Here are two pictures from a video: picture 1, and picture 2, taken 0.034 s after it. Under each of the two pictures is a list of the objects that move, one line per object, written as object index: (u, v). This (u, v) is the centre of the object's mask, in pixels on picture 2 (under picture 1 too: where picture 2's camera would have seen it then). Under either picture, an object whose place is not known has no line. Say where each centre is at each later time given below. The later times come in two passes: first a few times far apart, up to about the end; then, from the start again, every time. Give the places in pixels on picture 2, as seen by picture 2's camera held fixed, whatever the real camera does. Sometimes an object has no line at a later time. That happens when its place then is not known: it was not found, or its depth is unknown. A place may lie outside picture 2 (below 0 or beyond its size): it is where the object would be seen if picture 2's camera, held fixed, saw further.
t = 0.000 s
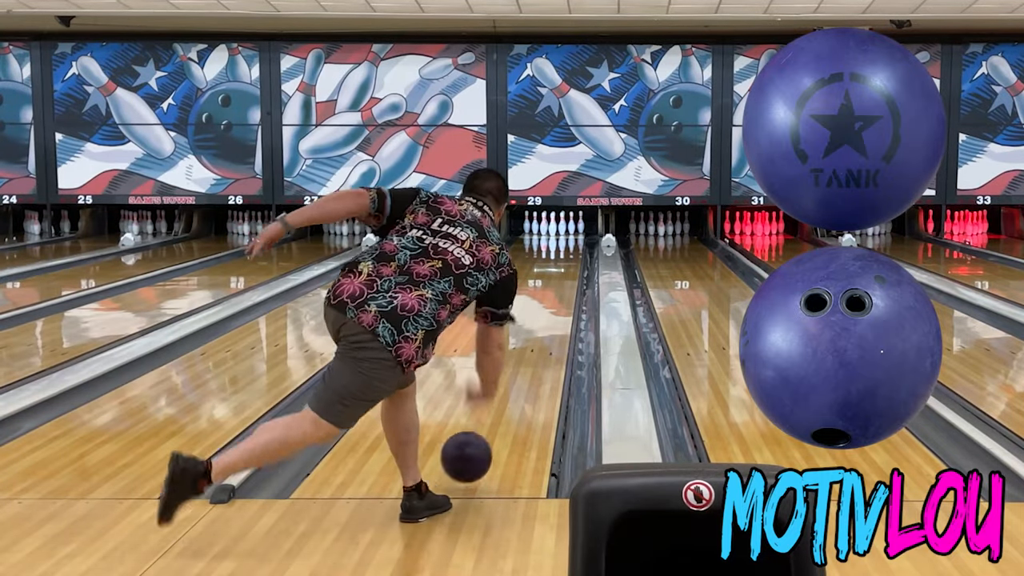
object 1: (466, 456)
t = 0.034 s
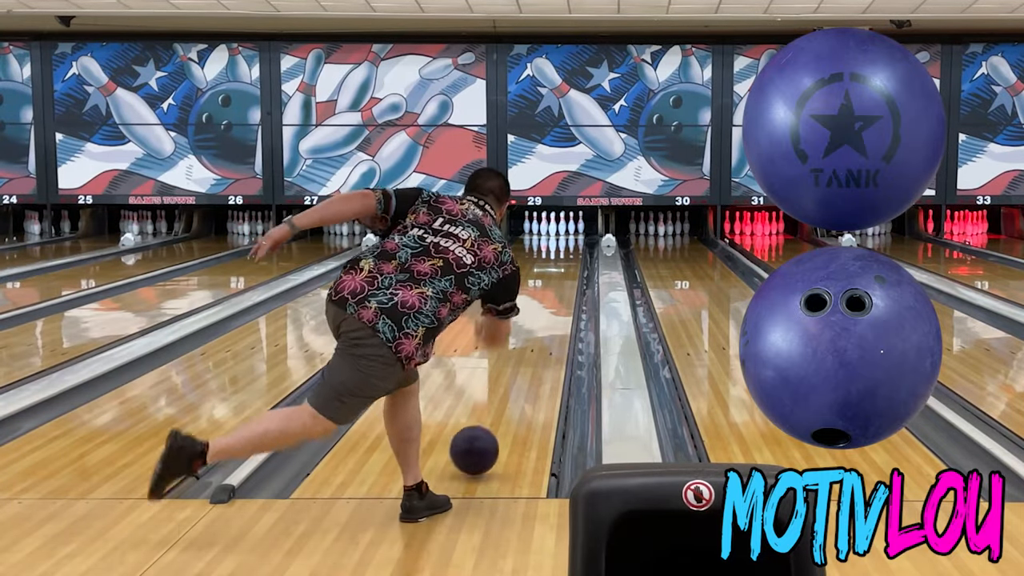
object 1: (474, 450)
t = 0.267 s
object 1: (514, 382)
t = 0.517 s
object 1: (539, 336)
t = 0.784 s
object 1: (556, 304)
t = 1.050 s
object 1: (564, 282)
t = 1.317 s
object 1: (569, 266)
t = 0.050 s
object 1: (478, 446)
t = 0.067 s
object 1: (481, 439)
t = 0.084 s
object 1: (485, 434)
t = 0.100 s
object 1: (488, 428)
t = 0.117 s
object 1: (491, 423)
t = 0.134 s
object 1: (494, 418)
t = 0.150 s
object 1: (497, 413)
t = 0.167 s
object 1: (499, 408)
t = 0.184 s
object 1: (502, 403)
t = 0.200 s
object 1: (505, 399)
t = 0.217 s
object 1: (507, 394)
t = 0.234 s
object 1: (510, 390)
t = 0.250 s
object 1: (512, 386)
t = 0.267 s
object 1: (514, 382)
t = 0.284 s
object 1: (516, 378)
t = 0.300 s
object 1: (518, 375)
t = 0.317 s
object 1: (520, 371)
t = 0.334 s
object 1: (522, 368)
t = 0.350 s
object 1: (524, 364)
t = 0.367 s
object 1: (526, 361)
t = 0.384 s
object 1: (527, 358)
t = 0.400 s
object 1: (529, 355)
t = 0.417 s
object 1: (531, 352)
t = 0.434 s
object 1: (532, 349)
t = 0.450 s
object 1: (534, 346)
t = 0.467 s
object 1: (535, 344)
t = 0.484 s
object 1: (537, 341)
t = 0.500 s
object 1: (538, 339)
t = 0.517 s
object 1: (539, 336)
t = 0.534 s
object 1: (541, 334)
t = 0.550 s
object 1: (542, 332)
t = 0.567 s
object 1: (544, 330)
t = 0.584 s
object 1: (546, 327)
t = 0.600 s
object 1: (546, 325)
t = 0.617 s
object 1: (546, 322)
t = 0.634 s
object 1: (547, 320)
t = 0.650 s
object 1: (548, 318)
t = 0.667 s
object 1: (549, 316)
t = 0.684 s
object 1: (550, 314)
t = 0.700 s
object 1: (551, 312)
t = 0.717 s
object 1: (552, 311)
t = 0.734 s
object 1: (553, 309)
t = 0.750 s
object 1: (554, 307)
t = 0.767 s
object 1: (555, 306)
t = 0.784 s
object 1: (556, 304)
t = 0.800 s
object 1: (556, 302)
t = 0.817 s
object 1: (557, 301)
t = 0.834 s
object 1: (557, 299)
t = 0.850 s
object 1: (558, 298)
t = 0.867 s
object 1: (559, 296)
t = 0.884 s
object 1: (559, 295)
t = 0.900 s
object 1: (560, 293)
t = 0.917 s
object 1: (560, 292)
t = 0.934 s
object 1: (561, 291)
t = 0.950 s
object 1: (562, 289)
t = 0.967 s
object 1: (562, 288)
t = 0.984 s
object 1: (563, 287)
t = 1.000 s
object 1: (563, 286)
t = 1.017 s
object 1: (564, 284)
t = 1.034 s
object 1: (564, 283)
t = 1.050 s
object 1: (564, 282)
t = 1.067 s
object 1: (565, 281)
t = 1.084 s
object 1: (565, 279)
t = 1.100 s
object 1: (565, 278)
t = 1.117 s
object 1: (566, 277)
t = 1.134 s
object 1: (566, 276)
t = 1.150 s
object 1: (566, 275)
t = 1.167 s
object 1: (567, 274)
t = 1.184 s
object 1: (567, 273)
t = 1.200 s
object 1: (568, 272)
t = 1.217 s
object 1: (568, 271)
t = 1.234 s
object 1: (568, 270)
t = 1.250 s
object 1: (568, 269)
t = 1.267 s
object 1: (568, 268)
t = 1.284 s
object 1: (568, 267)
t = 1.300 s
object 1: (569, 266)
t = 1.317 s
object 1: (569, 266)
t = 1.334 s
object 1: (569, 265)
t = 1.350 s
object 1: (569, 264)
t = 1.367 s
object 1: (569, 263)
